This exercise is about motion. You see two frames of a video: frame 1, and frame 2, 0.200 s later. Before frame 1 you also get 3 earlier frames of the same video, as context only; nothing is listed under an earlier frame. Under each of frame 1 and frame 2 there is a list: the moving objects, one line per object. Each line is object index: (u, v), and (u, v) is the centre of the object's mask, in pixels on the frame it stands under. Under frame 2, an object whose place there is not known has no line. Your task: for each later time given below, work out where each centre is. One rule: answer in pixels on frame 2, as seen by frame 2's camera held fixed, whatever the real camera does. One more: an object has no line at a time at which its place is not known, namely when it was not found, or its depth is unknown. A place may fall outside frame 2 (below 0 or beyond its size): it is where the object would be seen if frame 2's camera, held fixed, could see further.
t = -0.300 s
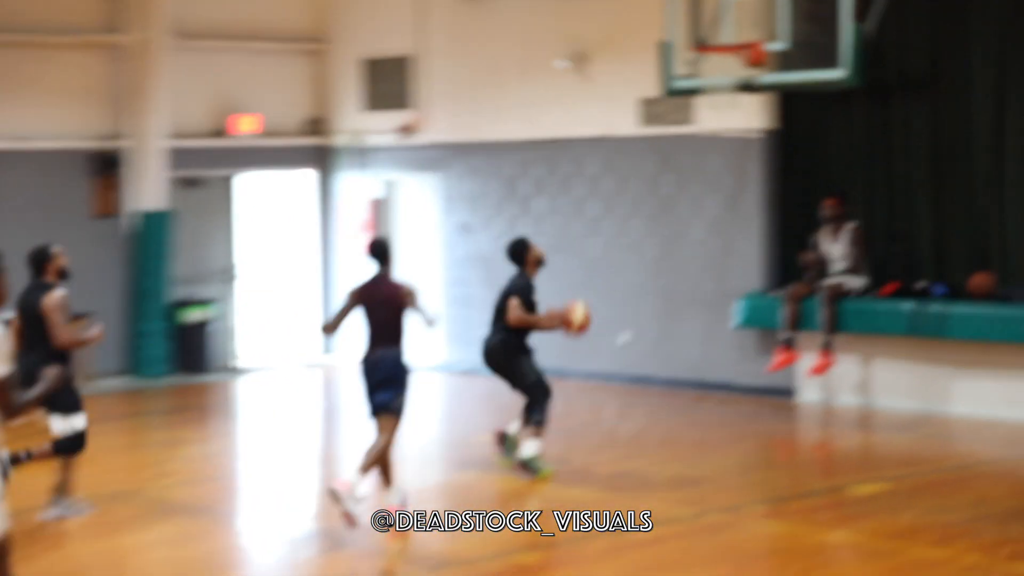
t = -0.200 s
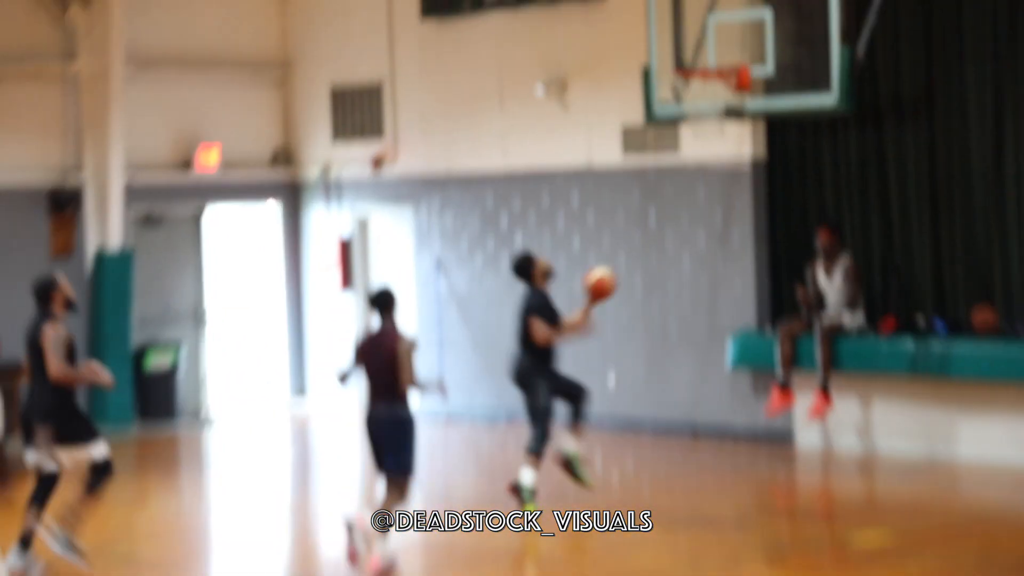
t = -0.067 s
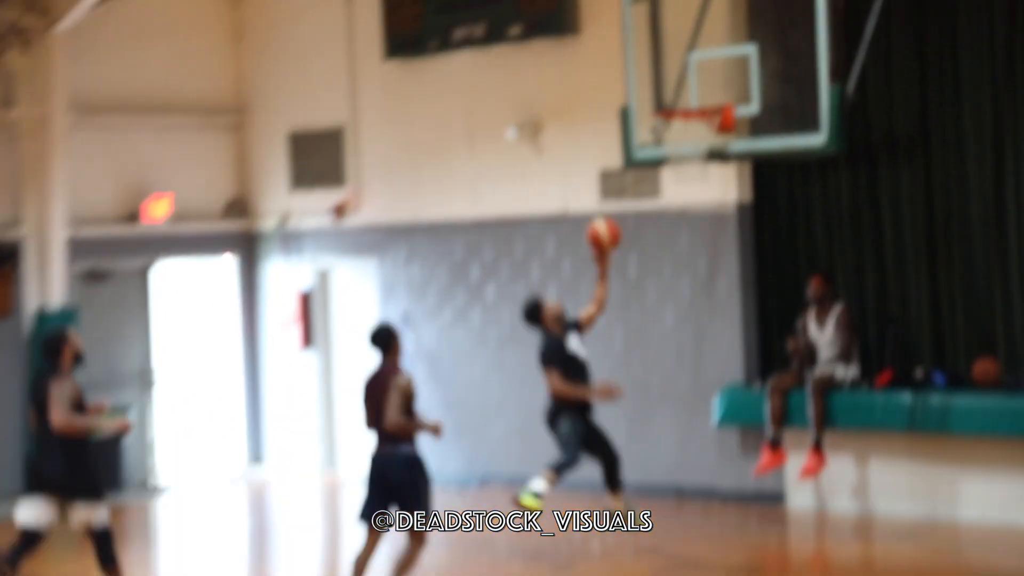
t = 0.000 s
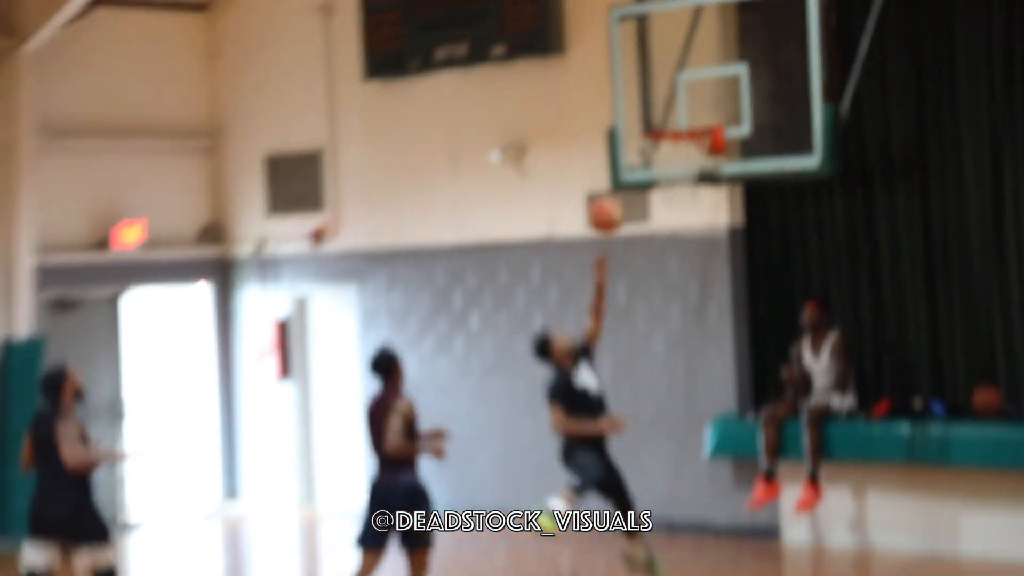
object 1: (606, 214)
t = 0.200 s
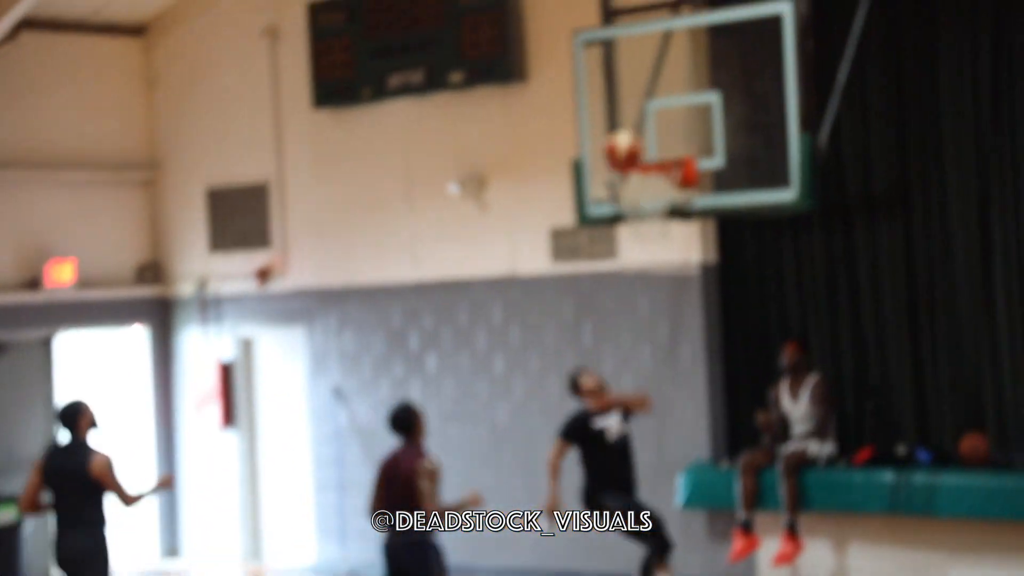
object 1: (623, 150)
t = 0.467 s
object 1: (643, 118)
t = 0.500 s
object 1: (643, 122)
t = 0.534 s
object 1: (643, 127)
